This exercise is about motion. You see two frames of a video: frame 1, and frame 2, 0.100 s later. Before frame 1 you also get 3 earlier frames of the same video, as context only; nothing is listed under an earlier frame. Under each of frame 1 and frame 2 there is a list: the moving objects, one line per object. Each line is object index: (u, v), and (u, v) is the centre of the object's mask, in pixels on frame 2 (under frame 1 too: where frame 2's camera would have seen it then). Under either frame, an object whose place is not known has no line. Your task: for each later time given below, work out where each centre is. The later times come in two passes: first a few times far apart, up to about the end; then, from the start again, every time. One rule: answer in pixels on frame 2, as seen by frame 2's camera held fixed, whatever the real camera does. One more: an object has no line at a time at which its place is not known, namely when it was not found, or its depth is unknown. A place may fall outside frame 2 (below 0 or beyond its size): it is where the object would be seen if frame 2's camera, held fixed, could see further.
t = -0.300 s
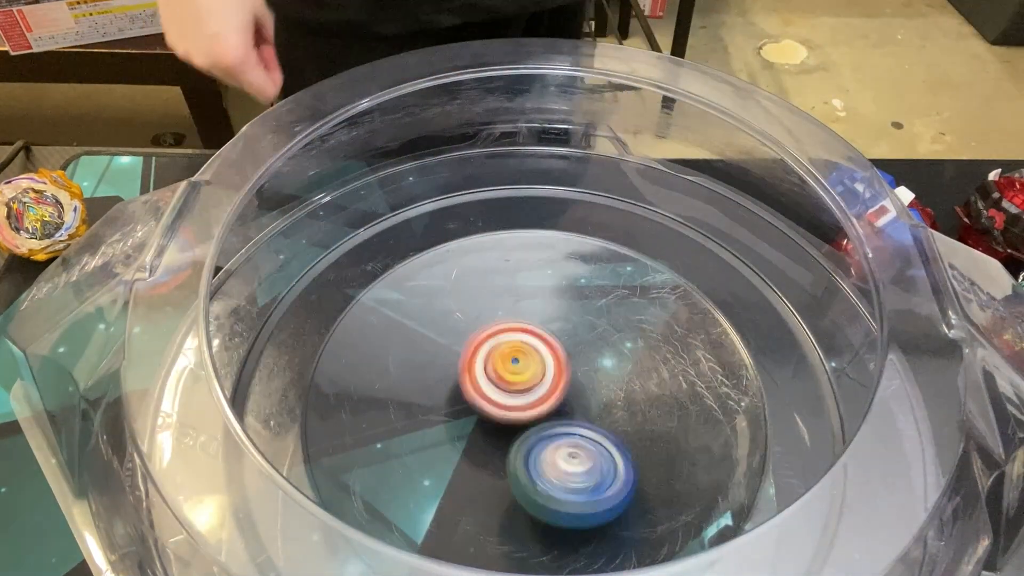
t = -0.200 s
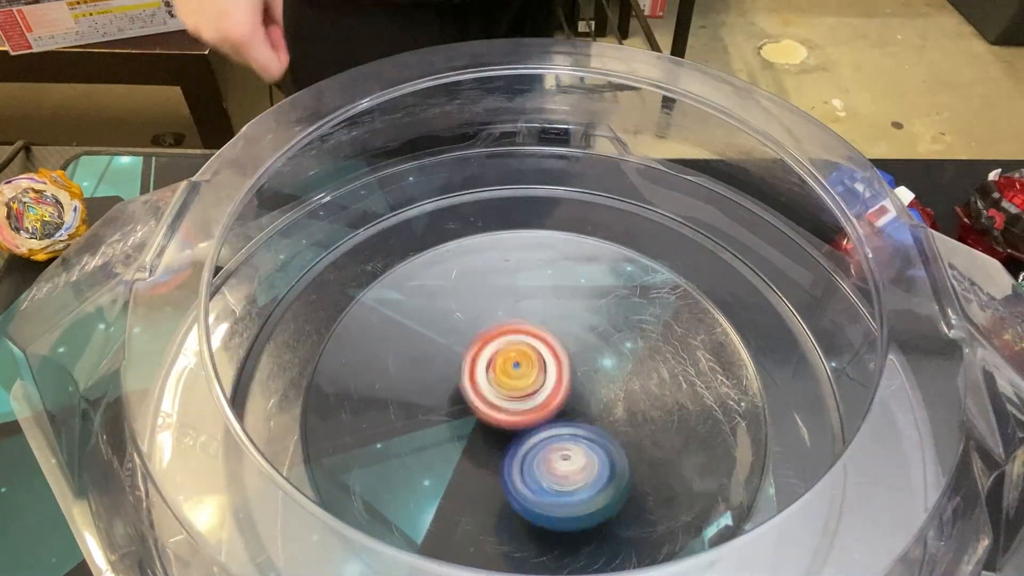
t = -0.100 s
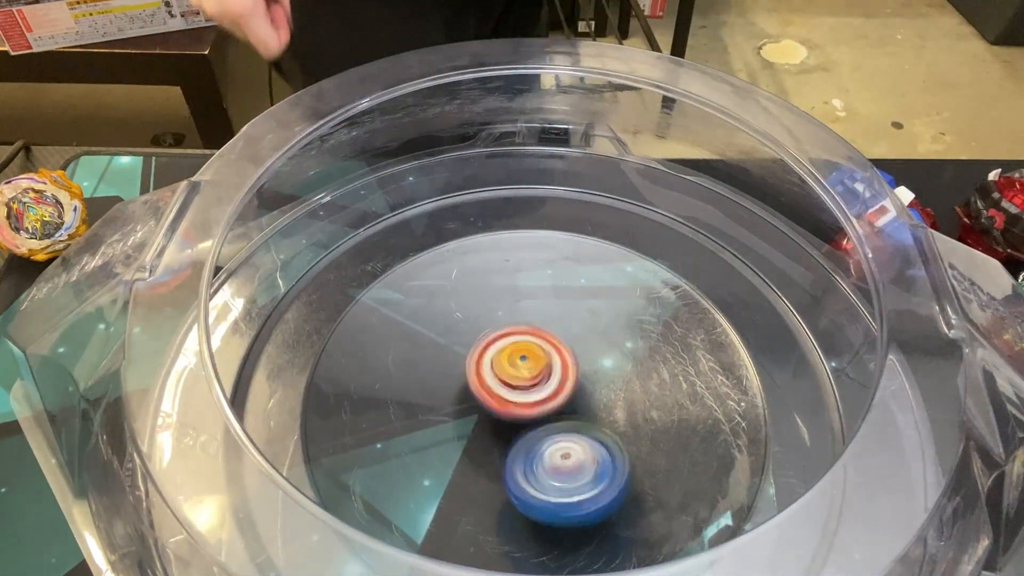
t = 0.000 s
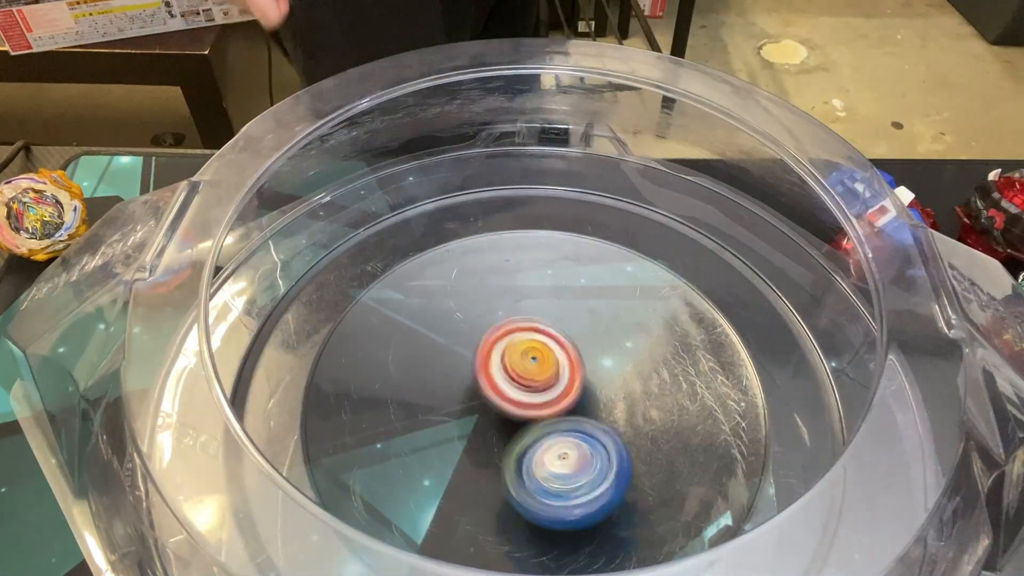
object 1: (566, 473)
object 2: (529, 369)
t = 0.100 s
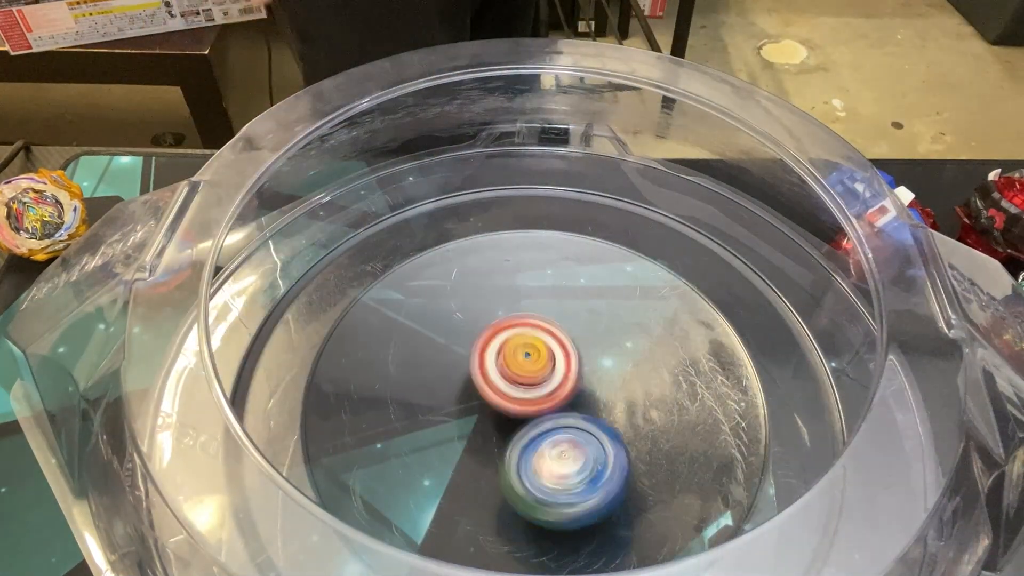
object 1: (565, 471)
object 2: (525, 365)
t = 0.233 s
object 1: (568, 473)
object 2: (524, 348)
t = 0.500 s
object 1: (544, 470)
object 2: (527, 353)
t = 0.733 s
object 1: (518, 485)
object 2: (543, 370)
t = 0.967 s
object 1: (500, 472)
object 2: (537, 369)
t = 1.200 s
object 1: (502, 473)
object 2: (535, 370)
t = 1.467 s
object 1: (488, 465)
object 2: (548, 365)
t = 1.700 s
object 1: (472, 452)
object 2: (548, 376)
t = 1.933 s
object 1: (443, 439)
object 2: (552, 381)
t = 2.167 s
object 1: (430, 421)
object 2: (557, 375)
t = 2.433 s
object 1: (448, 401)
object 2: (564, 366)
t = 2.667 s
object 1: (466, 383)
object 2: (566, 375)
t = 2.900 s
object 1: (460, 346)
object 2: (539, 401)
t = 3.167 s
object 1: (467, 353)
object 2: (516, 438)
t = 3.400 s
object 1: (498, 361)
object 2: (517, 436)
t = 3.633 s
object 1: (535, 362)
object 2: (527, 441)
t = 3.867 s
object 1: (538, 363)
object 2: (522, 437)
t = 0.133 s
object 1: (567, 469)
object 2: (524, 363)
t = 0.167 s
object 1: (565, 466)
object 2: (525, 362)
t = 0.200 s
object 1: (567, 472)
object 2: (523, 356)
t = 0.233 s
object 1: (568, 473)
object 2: (524, 348)
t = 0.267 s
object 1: (564, 470)
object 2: (525, 345)
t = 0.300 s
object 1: (559, 471)
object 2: (521, 342)
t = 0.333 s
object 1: (557, 474)
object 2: (522, 342)
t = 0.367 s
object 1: (557, 474)
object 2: (522, 346)
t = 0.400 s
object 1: (555, 472)
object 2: (523, 346)
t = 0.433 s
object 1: (551, 471)
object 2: (524, 347)
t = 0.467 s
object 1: (547, 472)
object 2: (524, 350)
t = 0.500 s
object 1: (544, 470)
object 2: (527, 353)
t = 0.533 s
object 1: (540, 468)
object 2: (529, 358)
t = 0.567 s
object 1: (536, 468)
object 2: (528, 361)
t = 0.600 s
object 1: (532, 472)
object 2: (532, 362)
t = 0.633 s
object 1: (528, 475)
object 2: (532, 366)
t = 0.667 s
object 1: (527, 475)
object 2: (532, 368)
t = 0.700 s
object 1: (523, 480)
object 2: (535, 368)
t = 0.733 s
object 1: (518, 485)
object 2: (543, 370)
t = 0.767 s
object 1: (514, 484)
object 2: (539, 371)
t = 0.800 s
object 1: (510, 484)
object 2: (534, 370)
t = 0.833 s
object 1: (510, 483)
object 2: (534, 365)
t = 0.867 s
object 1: (511, 481)
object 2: (535, 363)
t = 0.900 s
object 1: (509, 477)
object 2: (539, 364)
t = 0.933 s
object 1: (505, 472)
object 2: (540, 366)
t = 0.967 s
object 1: (500, 472)
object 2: (537, 369)
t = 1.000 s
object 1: (495, 473)
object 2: (533, 370)
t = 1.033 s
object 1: (495, 472)
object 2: (529, 368)
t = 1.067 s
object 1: (494, 471)
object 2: (528, 369)
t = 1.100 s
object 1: (492, 473)
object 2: (534, 368)
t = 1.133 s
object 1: (495, 478)
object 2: (538, 371)
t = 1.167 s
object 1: (501, 476)
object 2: (538, 374)
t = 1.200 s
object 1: (502, 473)
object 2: (535, 370)
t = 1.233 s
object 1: (502, 474)
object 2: (534, 364)
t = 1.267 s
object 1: (504, 470)
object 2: (537, 363)
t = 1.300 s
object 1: (502, 466)
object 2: (538, 365)
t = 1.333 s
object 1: (493, 463)
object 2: (539, 367)
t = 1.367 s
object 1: (487, 461)
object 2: (539, 365)
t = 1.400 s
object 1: (487, 461)
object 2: (540, 367)
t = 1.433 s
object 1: (487, 462)
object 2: (546, 365)
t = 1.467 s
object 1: (488, 465)
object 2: (548, 365)
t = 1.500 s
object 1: (490, 463)
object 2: (550, 364)
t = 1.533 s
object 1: (490, 460)
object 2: (547, 366)
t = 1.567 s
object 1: (483, 460)
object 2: (548, 365)
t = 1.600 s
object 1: (479, 459)
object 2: (550, 368)
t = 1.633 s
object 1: (478, 456)
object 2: (552, 370)
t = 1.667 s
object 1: (474, 455)
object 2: (550, 375)
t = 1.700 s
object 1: (472, 452)
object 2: (548, 376)
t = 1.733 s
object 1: (469, 451)
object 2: (542, 376)
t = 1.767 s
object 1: (463, 451)
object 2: (543, 373)
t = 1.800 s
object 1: (455, 448)
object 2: (551, 373)
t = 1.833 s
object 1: (448, 444)
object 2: (555, 375)
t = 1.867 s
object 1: (443, 445)
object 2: (560, 380)
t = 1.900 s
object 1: (443, 442)
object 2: (556, 382)
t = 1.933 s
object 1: (443, 439)
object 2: (552, 381)
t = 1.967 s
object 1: (444, 438)
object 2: (545, 379)
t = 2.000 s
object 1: (446, 437)
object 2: (548, 374)
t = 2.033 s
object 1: (450, 435)
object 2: (550, 374)
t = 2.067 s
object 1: (451, 429)
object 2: (549, 373)
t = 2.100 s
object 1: (447, 424)
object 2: (550, 376)
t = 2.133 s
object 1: (441, 420)
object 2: (549, 378)
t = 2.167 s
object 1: (430, 421)
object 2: (557, 375)
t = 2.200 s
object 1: (427, 424)
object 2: (565, 377)
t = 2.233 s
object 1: (427, 426)
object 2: (564, 377)
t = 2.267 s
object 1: (431, 426)
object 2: (564, 373)
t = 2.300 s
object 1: (434, 425)
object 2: (564, 370)
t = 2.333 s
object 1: (438, 421)
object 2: (565, 365)
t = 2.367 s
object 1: (440, 415)
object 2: (567, 364)
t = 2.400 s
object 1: (441, 407)
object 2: (565, 366)
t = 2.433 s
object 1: (448, 401)
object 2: (564, 366)
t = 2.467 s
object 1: (455, 398)
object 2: (567, 365)
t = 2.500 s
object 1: (455, 397)
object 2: (573, 365)
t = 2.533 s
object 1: (458, 395)
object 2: (579, 365)
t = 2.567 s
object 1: (461, 393)
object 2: (583, 369)
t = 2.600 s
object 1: (459, 390)
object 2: (580, 373)
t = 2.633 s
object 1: (461, 386)
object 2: (573, 375)
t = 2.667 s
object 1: (466, 383)
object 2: (566, 375)
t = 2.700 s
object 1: (464, 378)
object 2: (564, 376)
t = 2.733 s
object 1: (464, 375)
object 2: (566, 377)
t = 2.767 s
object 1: (465, 370)
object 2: (568, 381)
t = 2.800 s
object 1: (461, 361)
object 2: (566, 388)
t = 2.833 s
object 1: (460, 355)
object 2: (556, 394)
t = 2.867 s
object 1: (460, 349)
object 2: (548, 397)
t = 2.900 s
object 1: (460, 346)
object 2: (539, 401)
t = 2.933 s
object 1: (458, 346)
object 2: (531, 406)
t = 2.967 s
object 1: (460, 348)
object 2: (526, 412)
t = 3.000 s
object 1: (462, 351)
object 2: (521, 416)
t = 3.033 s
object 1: (462, 350)
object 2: (519, 423)
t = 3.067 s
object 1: (460, 351)
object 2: (518, 429)
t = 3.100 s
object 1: (461, 350)
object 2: (516, 433)
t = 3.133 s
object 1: (463, 352)
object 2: (515, 436)
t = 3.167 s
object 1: (467, 353)
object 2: (516, 438)
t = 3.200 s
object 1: (471, 354)
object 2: (517, 438)
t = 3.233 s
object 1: (478, 354)
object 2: (518, 437)
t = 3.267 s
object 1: (483, 354)
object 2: (518, 436)
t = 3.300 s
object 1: (486, 357)
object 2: (520, 436)
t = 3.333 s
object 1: (489, 360)
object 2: (520, 436)
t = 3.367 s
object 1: (493, 361)
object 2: (518, 436)
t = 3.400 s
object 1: (498, 361)
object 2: (517, 436)
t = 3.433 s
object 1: (502, 358)
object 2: (518, 437)
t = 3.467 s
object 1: (508, 357)
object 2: (520, 437)
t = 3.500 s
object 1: (513, 357)
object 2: (522, 438)
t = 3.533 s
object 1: (518, 356)
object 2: (524, 438)
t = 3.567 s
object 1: (524, 358)
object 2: (525, 439)
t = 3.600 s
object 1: (530, 360)
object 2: (525, 440)
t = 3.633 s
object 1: (535, 362)
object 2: (527, 441)
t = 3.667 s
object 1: (539, 362)
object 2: (527, 440)
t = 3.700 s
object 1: (541, 364)
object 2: (526, 440)
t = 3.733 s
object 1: (540, 365)
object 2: (524, 440)
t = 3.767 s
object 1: (539, 365)
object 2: (523, 439)
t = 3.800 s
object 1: (539, 364)
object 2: (523, 439)
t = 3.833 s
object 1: (538, 363)
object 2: (522, 438)
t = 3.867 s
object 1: (538, 363)
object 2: (522, 437)
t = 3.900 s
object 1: (538, 362)
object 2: (522, 437)
